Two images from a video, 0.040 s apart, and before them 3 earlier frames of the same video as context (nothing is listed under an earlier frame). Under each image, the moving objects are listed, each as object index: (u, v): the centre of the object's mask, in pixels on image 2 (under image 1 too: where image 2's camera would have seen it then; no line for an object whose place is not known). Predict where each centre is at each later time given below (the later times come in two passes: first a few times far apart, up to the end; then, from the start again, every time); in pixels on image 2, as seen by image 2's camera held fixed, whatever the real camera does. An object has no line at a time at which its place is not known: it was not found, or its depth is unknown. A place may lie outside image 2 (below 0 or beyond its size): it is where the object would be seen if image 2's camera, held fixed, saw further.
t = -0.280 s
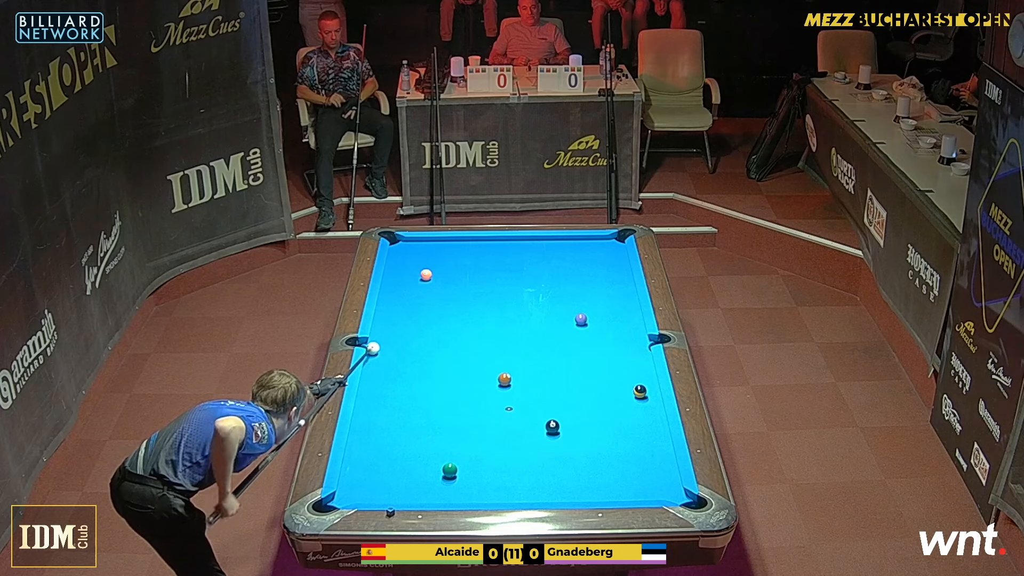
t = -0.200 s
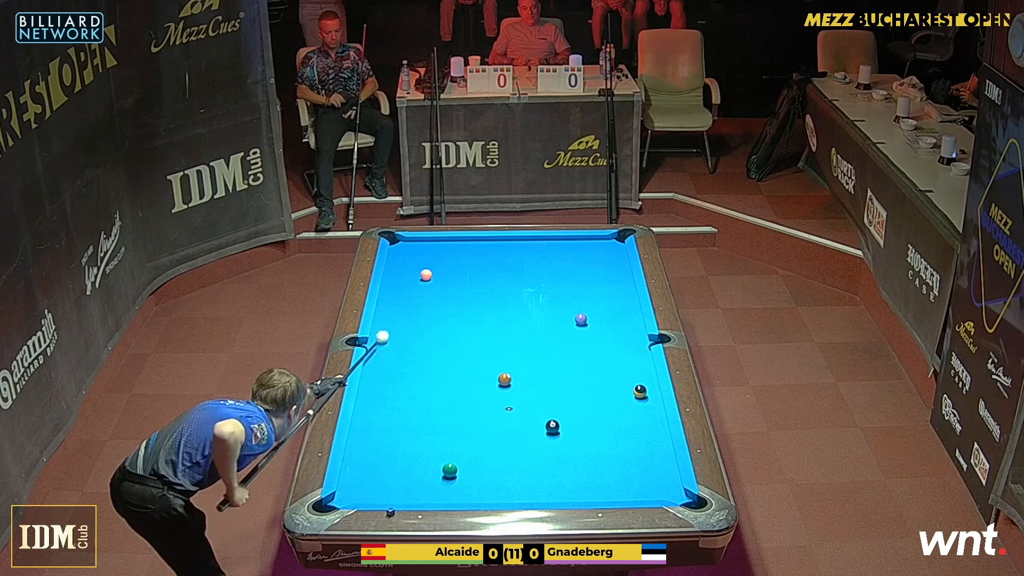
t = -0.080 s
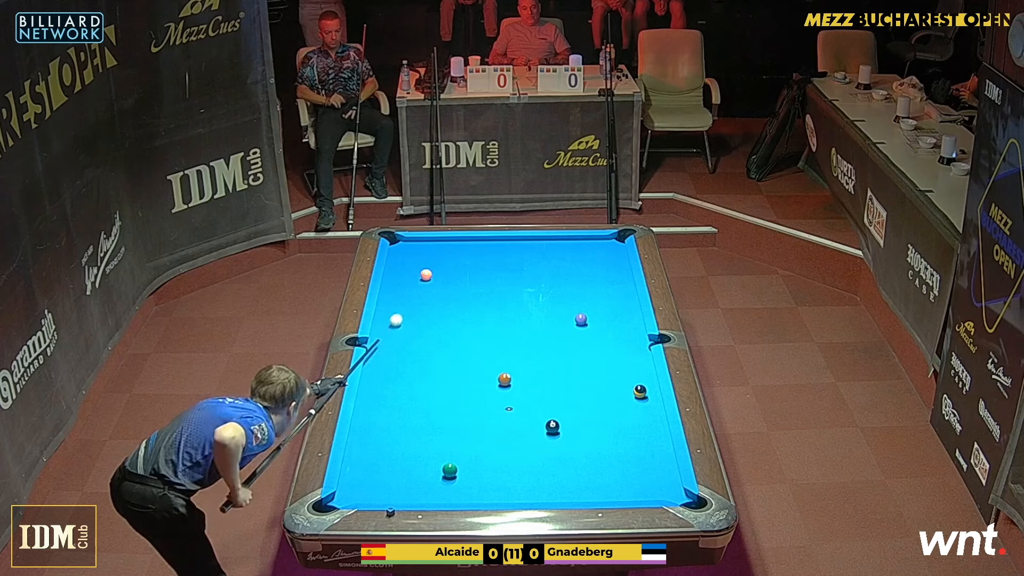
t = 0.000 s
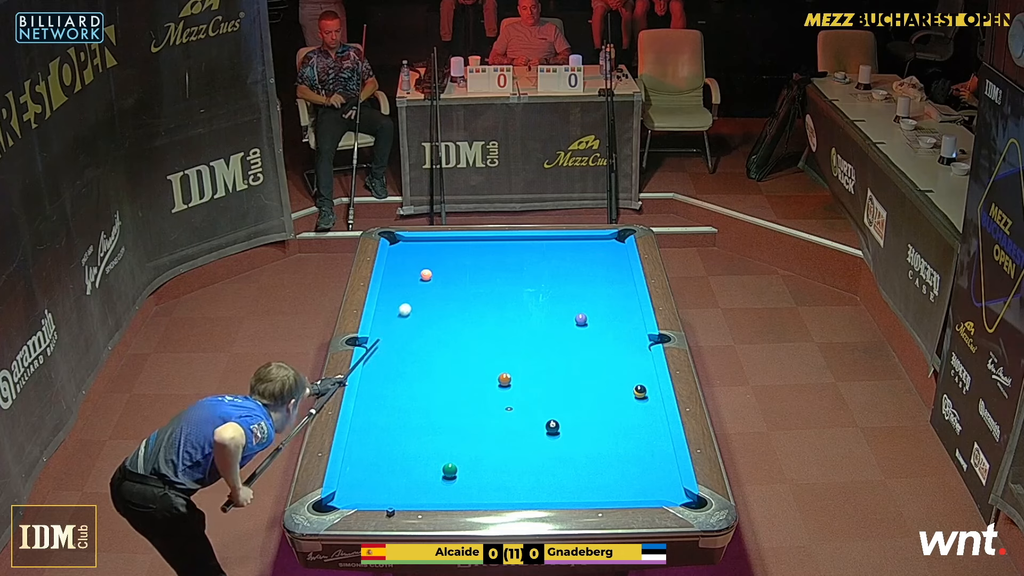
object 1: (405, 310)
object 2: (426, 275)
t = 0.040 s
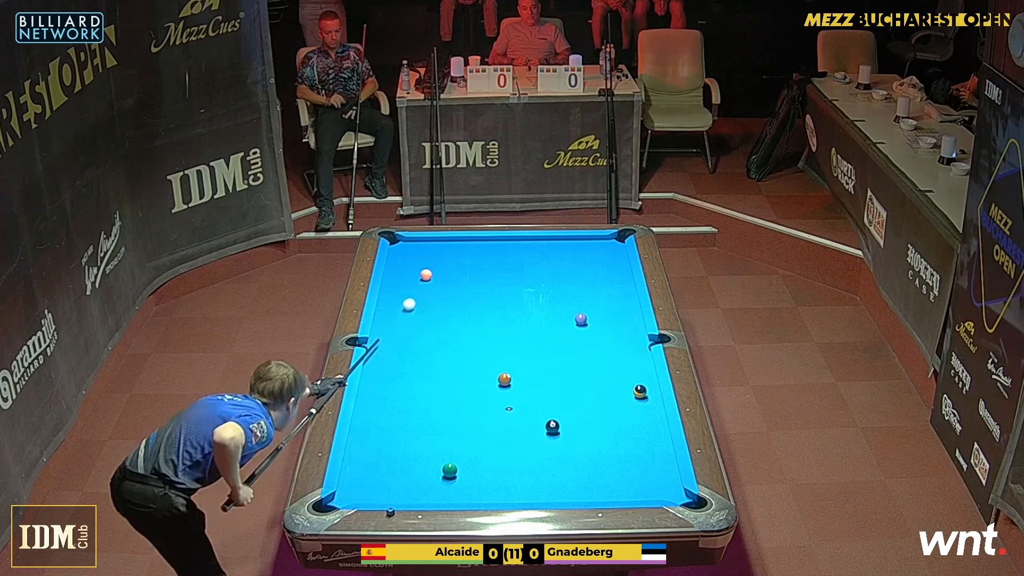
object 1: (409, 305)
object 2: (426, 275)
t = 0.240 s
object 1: (429, 281)
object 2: (425, 273)
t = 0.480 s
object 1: (466, 268)
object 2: (413, 261)
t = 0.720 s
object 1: (499, 256)
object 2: (402, 249)
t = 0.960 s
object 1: (530, 245)
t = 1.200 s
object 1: (557, 241)
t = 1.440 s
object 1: (580, 246)
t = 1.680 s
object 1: (603, 251)
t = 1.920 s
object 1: (622, 255)
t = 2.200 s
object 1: (610, 262)
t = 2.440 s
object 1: (601, 267)
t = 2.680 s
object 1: (592, 271)
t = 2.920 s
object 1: (583, 276)
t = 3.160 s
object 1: (575, 280)
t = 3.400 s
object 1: (568, 284)
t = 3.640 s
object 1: (560, 288)
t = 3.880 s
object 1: (554, 292)
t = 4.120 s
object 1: (547, 295)
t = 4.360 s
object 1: (542, 298)
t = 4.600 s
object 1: (537, 301)
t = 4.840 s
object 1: (532, 303)
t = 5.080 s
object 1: (528, 305)
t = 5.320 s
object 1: (525, 307)
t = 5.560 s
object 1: (522, 309)
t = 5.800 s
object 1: (521, 310)
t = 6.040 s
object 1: (519, 311)
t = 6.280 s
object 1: (518, 311)
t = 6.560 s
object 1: (518, 312)
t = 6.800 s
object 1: (518, 312)
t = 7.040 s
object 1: (518, 312)
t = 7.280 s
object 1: (518, 312)
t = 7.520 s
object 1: (518, 312)
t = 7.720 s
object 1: (518, 312)
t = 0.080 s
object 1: (413, 300)
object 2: (426, 275)
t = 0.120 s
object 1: (417, 295)
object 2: (426, 275)
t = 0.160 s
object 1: (421, 290)
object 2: (426, 275)
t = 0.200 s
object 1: (425, 285)
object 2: (426, 274)
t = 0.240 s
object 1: (429, 281)
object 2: (425, 273)
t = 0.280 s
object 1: (435, 278)
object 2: (424, 272)
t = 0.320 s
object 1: (441, 276)
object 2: (421, 270)
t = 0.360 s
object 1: (448, 275)
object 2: (419, 267)
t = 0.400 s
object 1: (454, 273)
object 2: (417, 265)
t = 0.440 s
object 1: (460, 271)
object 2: (414, 263)
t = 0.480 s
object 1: (466, 268)
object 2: (413, 261)
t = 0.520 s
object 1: (471, 266)
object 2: (411, 259)
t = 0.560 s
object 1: (477, 264)
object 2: (409, 257)
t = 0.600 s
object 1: (482, 262)
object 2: (407, 255)
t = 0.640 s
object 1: (488, 260)
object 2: (405, 253)
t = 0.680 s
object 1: (493, 258)
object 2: (403, 251)
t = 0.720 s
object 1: (499, 256)
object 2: (402, 249)
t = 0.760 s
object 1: (504, 254)
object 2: (400, 248)
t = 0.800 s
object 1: (509, 252)
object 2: (398, 246)
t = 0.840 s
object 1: (514, 250)
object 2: (397, 244)
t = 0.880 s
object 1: (520, 248)
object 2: (395, 242)
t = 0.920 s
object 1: (525, 246)
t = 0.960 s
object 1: (530, 245)
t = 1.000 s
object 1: (535, 243)
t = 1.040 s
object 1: (540, 241)
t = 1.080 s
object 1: (544, 239)
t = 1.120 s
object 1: (549, 239)
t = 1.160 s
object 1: (553, 240)
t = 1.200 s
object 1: (557, 241)
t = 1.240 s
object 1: (561, 242)
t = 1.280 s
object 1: (565, 243)
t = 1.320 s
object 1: (568, 243)
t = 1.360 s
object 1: (572, 244)
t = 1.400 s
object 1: (576, 245)
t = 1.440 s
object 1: (580, 246)
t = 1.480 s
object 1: (584, 247)
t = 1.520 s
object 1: (588, 247)
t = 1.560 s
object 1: (591, 248)
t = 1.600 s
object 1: (595, 249)
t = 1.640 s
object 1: (599, 250)
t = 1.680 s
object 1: (603, 251)
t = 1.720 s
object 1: (606, 251)
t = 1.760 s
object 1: (610, 252)
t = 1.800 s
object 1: (614, 253)
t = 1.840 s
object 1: (618, 254)
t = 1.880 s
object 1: (621, 254)
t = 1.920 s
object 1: (622, 255)
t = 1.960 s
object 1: (620, 256)
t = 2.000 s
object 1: (618, 257)
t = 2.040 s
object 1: (616, 258)
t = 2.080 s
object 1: (615, 259)
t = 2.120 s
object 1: (613, 260)
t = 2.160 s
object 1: (612, 261)
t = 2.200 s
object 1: (610, 262)
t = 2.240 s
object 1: (608, 262)
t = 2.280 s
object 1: (607, 263)
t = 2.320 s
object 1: (606, 264)
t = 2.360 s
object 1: (604, 265)
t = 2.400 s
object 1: (602, 266)
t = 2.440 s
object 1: (601, 267)
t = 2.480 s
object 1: (599, 267)
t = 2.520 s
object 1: (598, 268)
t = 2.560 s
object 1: (596, 269)
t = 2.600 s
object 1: (595, 270)
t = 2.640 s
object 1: (594, 270)
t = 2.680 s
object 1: (592, 271)
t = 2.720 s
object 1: (590, 272)
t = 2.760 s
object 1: (589, 273)
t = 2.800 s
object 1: (588, 274)
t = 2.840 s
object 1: (586, 274)
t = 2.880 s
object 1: (585, 275)
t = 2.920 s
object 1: (583, 276)
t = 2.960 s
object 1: (582, 277)
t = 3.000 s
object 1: (581, 277)
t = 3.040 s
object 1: (579, 278)
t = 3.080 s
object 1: (578, 279)
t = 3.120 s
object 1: (577, 280)
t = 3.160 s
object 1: (575, 280)
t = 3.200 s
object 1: (574, 281)
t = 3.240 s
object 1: (573, 282)
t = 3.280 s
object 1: (571, 282)
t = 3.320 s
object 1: (570, 283)
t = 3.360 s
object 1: (569, 284)
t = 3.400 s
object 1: (568, 284)
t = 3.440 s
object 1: (566, 285)
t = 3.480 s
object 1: (565, 286)
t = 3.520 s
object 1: (564, 286)
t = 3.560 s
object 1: (563, 287)
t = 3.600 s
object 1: (562, 288)
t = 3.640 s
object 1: (560, 288)
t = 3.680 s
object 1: (559, 289)
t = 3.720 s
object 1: (558, 289)
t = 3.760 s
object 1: (557, 290)
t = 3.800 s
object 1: (556, 291)
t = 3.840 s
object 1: (555, 291)
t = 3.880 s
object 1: (554, 292)
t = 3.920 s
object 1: (553, 292)
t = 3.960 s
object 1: (552, 293)
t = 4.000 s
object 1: (550, 293)
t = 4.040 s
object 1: (549, 294)
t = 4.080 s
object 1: (549, 295)
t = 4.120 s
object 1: (547, 295)
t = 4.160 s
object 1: (546, 296)
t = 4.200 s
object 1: (545, 296)
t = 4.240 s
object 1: (544, 297)
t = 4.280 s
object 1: (544, 297)
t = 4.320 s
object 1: (543, 298)
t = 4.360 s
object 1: (542, 298)
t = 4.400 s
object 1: (541, 299)
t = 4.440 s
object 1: (540, 299)
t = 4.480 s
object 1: (539, 300)
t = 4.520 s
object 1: (538, 300)
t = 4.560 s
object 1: (538, 300)
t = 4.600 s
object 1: (537, 301)
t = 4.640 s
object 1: (536, 301)
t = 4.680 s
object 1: (535, 302)
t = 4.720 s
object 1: (534, 302)
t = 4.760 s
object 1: (534, 303)
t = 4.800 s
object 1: (533, 303)
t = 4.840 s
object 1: (532, 303)
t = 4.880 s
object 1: (532, 304)
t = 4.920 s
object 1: (531, 304)
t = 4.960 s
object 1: (530, 304)
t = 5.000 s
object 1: (530, 305)
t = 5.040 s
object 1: (529, 305)
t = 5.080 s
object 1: (528, 305)
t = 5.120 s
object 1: (528, 306)
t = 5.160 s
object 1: (527, 306)
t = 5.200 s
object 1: (527, 306)
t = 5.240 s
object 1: (526, 307)
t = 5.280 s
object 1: (526, 307)
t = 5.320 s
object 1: (525, 307)
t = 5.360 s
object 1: (525, 307)
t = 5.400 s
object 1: (524, 308)
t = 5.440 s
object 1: (524, 308)
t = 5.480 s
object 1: (523, 308)
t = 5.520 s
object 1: (523, 308)
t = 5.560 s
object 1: (522, 309)
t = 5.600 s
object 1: (522, 309)
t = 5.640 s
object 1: (522, 309)
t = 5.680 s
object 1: (522, 309)
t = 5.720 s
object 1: (521, 310)
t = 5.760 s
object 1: (521, 310)
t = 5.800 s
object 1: (521, 310)
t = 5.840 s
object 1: (520, 310)
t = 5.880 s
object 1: (520, 310)
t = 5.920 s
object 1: (520, 310)
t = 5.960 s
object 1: (520, 310)
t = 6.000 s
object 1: (519, 311)
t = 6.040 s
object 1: (519, 311)
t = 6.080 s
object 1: (519, 311)
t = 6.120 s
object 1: (519, 311)
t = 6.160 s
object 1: (519, 311)
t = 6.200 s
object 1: (519, 311)
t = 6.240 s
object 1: (519, 311)
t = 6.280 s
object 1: (518, 311)
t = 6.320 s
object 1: (518, 311)
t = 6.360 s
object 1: (518, 312)
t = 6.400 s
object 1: (518, 312)
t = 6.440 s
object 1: (518, 312)
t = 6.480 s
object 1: (518, 312)
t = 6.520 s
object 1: (518, 312)
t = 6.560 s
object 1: (518, 312)
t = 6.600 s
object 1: (518, 312)
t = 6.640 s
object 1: (518, 312)
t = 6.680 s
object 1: (518, 312)
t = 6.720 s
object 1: (518, 312)
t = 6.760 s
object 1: (518, 312)
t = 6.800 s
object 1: (518, 312)
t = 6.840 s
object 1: (518, 312)
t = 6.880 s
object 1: (518, 312)
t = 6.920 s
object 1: (518, 312)
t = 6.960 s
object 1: (518, 312)
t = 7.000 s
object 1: (518, 312)
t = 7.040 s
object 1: (518, 312)
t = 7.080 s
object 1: (518, 312)
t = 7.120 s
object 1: (518, 312)
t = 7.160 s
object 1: (518, 312)
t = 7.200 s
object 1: (518, 312)
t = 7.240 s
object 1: (518, 312)
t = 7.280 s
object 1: (518, 312)
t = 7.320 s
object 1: (518, 312)
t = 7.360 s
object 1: (518, 312)
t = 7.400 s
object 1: (518, 312)
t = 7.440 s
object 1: (518, 312)
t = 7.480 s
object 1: (518, 312)
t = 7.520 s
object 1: (518, 312)
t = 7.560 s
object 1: (518, 312)
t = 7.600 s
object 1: (518, 312)
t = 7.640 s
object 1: (518, 312)
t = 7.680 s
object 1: (518, 312)
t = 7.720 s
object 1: (518, 312)
